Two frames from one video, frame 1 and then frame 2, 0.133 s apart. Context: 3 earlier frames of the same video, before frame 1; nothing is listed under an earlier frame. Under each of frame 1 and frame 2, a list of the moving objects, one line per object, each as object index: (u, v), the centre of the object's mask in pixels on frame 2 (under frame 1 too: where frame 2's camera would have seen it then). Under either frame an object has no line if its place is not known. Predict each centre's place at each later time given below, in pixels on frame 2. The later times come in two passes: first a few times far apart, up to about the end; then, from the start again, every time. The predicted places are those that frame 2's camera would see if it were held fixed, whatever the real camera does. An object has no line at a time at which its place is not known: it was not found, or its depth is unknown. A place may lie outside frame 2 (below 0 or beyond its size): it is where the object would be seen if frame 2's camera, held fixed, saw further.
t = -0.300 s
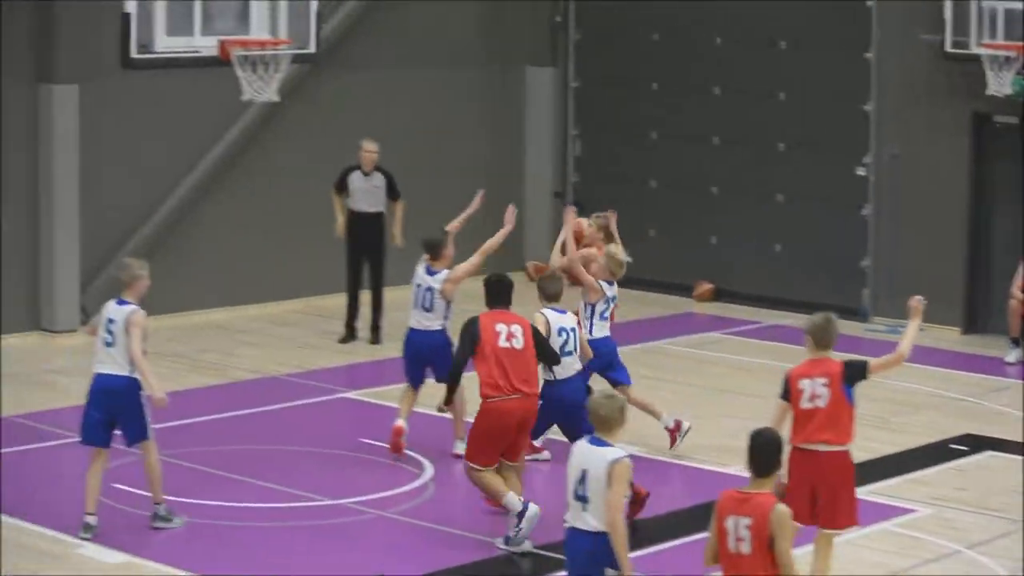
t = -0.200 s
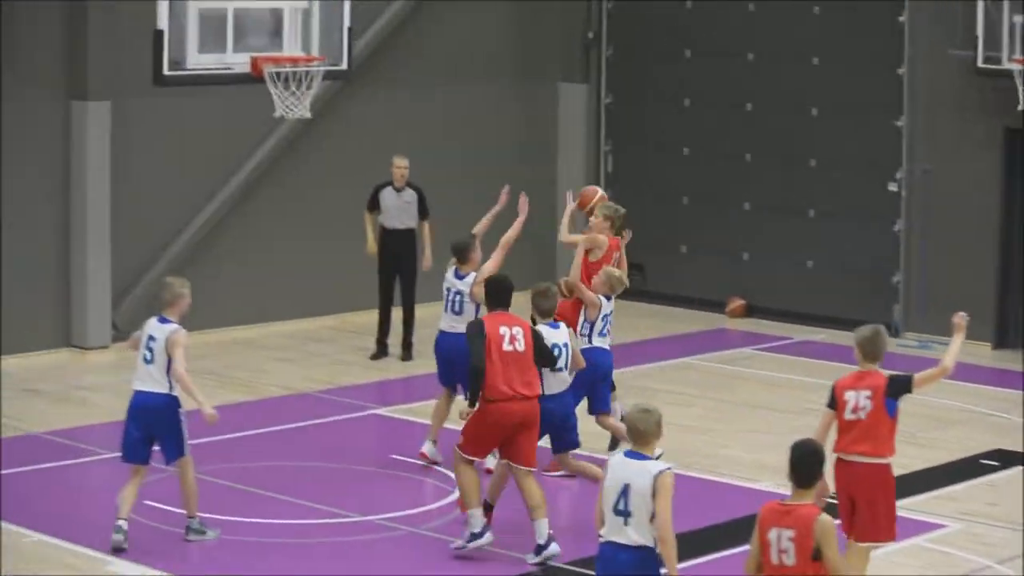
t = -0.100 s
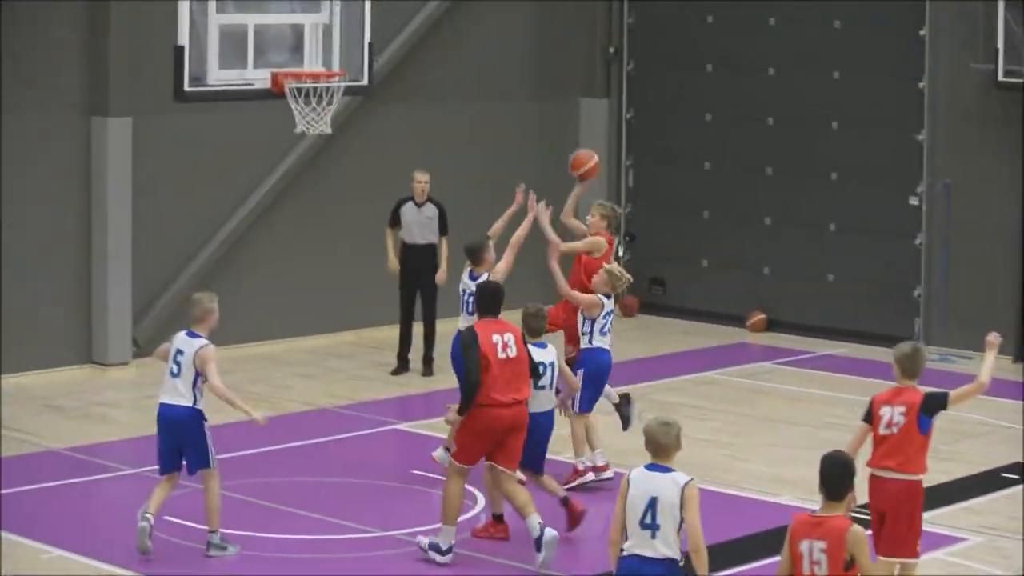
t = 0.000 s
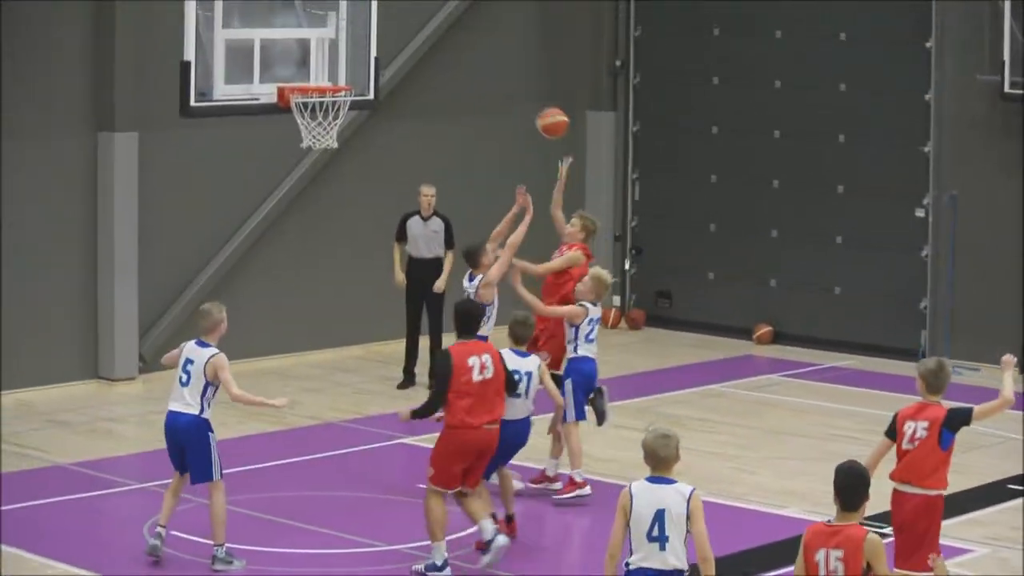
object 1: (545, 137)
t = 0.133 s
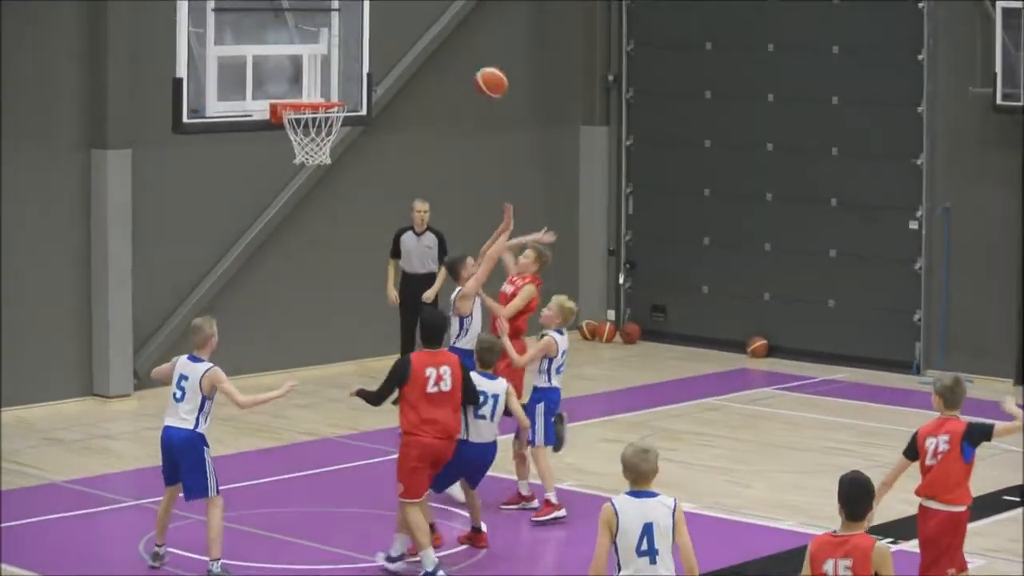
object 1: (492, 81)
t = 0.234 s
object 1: (451, 56)
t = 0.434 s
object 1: (367, 42)
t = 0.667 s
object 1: (323, 84)
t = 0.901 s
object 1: (308, 84)
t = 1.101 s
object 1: (301, 83)
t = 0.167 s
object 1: (479, 71)
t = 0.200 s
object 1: (465, 63)
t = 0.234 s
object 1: (451, 56)
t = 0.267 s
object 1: (437, 50)
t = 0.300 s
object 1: (422, 45)
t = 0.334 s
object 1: (408, 42)
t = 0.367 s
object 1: (394, 40)
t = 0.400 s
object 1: (381, 41)
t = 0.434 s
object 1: (367, 42)
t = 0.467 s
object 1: (352, 44)
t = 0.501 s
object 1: (339, 49)
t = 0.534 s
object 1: (334, 53)
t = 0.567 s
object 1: (331, 58)
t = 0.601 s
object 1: (329, 65)
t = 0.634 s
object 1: (325, 73)
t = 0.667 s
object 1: (323, 84)
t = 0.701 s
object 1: (322, 86)
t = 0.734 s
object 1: (320, 82)
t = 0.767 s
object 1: (317, 79)
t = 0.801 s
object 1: (315, 78)
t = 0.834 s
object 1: (313, 78)
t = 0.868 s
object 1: (311, 80)
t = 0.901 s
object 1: (308, 84)
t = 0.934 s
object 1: (306, 88)
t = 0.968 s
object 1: (305, 85)
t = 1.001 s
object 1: (305, 81)
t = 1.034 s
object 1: (303, 81)
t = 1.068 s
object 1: (302, 81)
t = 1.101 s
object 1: (301, 83)
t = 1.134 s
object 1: (300, 86)
